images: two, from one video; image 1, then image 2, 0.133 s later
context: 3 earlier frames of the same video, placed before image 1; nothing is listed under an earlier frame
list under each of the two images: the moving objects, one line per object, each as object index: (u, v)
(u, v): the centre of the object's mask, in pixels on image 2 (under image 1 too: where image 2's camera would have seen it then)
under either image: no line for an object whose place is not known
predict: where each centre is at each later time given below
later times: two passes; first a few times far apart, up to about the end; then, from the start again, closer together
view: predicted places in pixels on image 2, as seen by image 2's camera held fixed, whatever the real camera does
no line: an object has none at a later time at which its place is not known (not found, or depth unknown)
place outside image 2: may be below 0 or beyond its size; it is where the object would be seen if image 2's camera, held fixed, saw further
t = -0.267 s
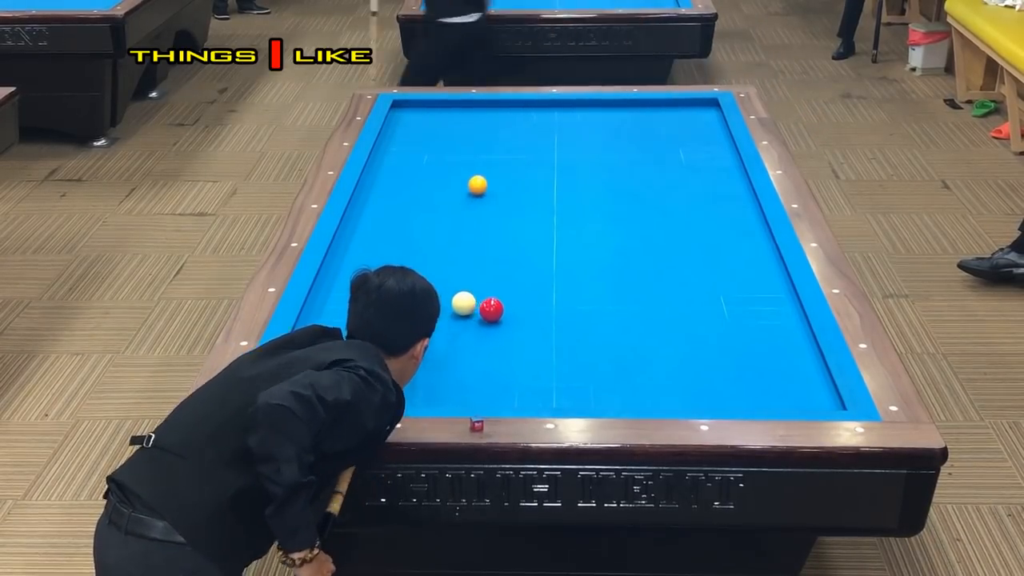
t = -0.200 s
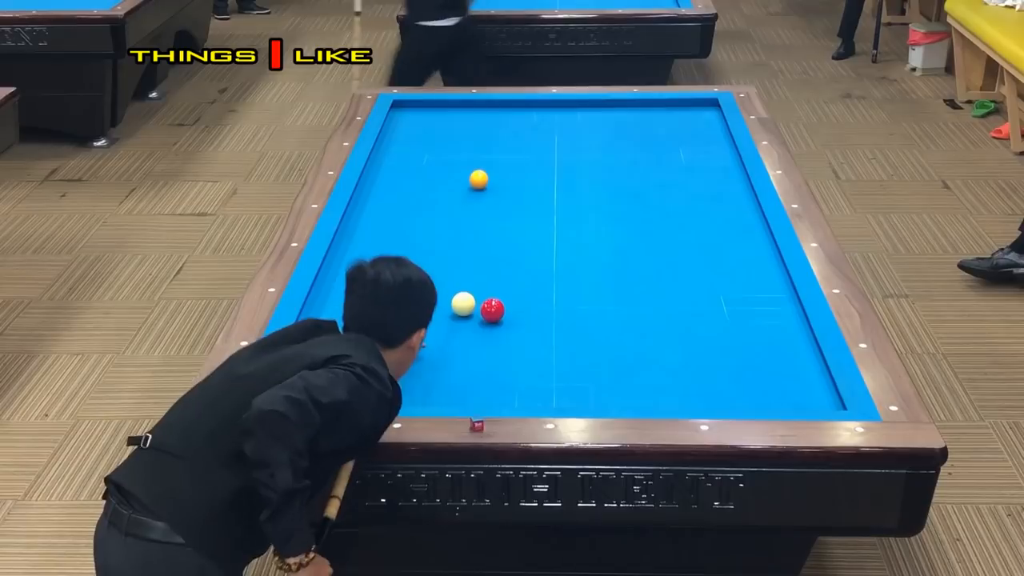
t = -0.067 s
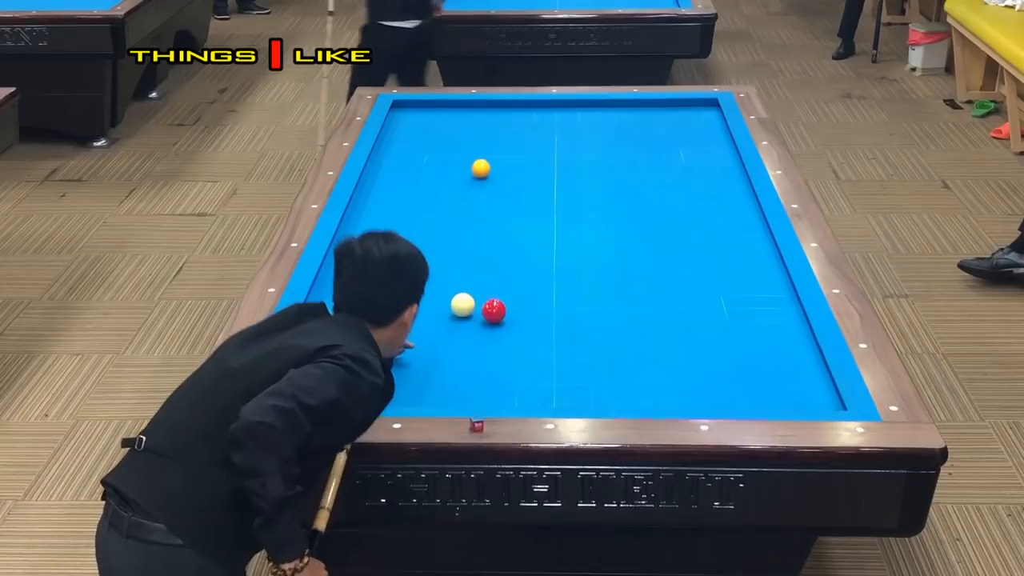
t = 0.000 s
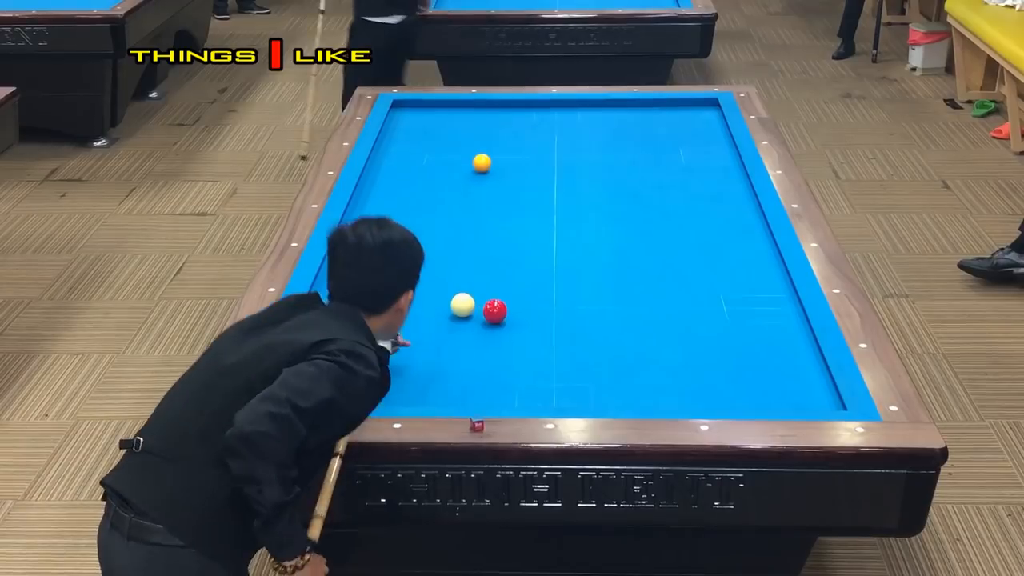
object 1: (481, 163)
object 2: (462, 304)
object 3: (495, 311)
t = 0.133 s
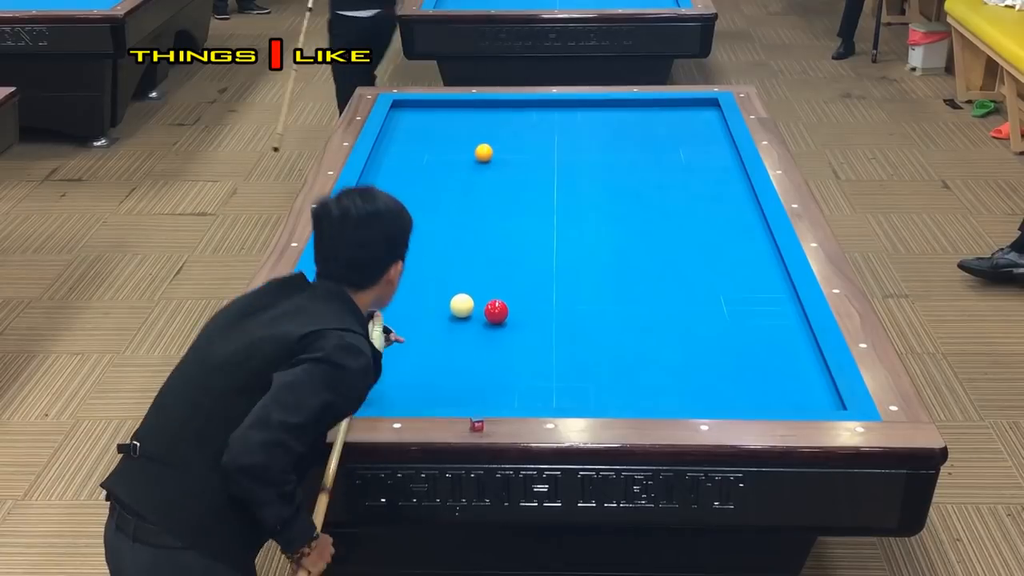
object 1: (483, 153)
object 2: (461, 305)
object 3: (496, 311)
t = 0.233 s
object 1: (485, 146)
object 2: (461, 306)
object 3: (497, 312)
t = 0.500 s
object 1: (489, 127)
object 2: (461, 306)
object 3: (499, 312)
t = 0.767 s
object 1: (492, 111)
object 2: (461, 306)
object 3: (499, 313)
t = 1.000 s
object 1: (493, 106)
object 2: (461, 306)
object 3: (499, 313)
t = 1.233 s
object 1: (493, 114)
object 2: (461, 306)
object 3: (499, 313)
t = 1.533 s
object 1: (492, 124)
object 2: (461, 306)
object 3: (499, 313)
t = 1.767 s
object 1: (492, 132)
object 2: (461, 306)
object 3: (499, 313)
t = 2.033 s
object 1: (491, 142)
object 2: (461, 306)
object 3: (499, 313)
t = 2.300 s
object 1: (491, 152)
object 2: (461, 306)
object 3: (499, 313)
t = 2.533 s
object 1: (490, 160)
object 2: (461, 306)
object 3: (499, 313)
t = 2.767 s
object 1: (489, 168)
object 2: (461, 306)
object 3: (499, 313)
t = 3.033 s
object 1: (489, 178)
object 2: (461, 306)
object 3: (499, 313)
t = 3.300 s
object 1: (488, 188)
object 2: (461, 306)
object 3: (499, 313)
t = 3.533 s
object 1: (488, 196)
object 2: (461, 306)
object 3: (499, 313)
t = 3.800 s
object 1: (488, 206)
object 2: (461, 306)
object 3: (499, 313)
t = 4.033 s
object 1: (487, 215)
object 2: (461, 306)
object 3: (499, 313)
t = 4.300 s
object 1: (486, 225)
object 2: (461, 306)
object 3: (499, 313)
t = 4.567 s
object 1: (485, 234)
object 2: (461, 306)
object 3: (499, 313)
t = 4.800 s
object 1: (485, 243)
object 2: (461, 306)
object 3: (499, 313)
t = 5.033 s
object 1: (484, 251)
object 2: (461, 306)
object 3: (499, 313)
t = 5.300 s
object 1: (483, 261)
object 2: (461, 306)
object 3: (499, 313)
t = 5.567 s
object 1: (482, 270)
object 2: (461, 306)
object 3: (499, 313)
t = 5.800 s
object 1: (481, 278)
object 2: (461, 306)
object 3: (499, 313)
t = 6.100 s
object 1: (480, 288)
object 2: (461, 306)
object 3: (499, 313)
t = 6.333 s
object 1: (480, 296)
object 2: (461, 306)
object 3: (499, 313)
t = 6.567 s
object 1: (481, 301)
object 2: (458, 308)
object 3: (499, 313)
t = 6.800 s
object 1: (485, 303)
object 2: (453, 310)
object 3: (500, 313)
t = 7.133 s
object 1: (487, 304)
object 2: (447, 313)
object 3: (504, 316)
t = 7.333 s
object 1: (487, 305)
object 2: (445, 315)
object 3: (505, 318)
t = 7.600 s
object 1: (487, 305)
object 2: (442, 317)
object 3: (507, 319)
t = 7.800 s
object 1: (487, 305)
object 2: (440, 318)
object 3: (508, 320)
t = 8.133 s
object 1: (487, 305)
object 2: (438, 319)
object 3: (508, 320)
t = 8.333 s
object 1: (487, 305)
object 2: (437, 319)
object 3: (508, 320)
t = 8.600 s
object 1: (487, 305)
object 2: (437, 319)
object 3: (509, 320)
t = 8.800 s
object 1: (487, 305)
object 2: (437, 319)
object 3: (509, 320)
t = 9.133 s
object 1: (487, 305)
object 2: (437, 319)
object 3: (509, 320)
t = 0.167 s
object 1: (484, 150)
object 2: (461, 305)
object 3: (496, 311)
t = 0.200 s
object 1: (484, 148)
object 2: (461, 305)
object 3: (497, 312)
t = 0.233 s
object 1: (485, 146)
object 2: (461, 306)
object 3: (497, 312)
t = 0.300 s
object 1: (486, 141)
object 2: (461, 306)
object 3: (497, 312)
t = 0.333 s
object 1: (486, 138)
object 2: (461, 306)
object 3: (498, 312)
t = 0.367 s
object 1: (487, 136)
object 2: (461, 306)
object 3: (498, 312)
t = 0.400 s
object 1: (487, 134)
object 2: (461, 306)
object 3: (498, 312)
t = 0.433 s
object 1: (488, 132)
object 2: (461, 306)
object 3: (498, 312)
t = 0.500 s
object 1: (489, 127)
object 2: (461, 306)
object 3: (499, 312)
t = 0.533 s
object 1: (489, 125)
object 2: (461, 306)
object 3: (499, 312)
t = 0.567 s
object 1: (489, 123)
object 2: (461, 306)
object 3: (499, 312)
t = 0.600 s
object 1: (490, 121)
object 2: (461, 306)
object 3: (499, 313)
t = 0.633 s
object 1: (490, 119)
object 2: (461, 306)
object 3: (499, 313)
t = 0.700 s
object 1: (491, 115)
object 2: (461, 306)
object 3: (499, 313)
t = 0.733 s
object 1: (491, 113)
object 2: (461, 306)
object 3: (499, 313)
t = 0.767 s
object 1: (492, 111)
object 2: (461, 306)
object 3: (499, 313)
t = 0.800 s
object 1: (492, 109)
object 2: (461, 306)
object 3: (499, 313)
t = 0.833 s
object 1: (492, 107)
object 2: (461, 306)
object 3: (499, 313)
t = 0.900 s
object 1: (493, 104)
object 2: (461, 306)
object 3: (499, 313)
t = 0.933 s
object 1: (493, 103)
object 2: (461, 306)
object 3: (499, 313)
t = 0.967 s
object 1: (493, 105)
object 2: (461, 306)
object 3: (499, 313)
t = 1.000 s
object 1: (493, 106)
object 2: (461, 306)
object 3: (499, 313)
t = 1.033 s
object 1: (493, 107)
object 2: (461, 306)
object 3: (499, 313)
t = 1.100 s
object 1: (493, 109)
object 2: (461, 306)
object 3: (499, 313)
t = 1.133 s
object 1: (493, 111)
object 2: (461, 306)
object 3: (499, 313)
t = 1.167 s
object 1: (493, 112)
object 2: (461, 306)
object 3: (499, 313)
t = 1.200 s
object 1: (493, 113)
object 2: (461, 306)
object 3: (499, 313)
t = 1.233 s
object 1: (493, 114)
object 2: (461, 306)
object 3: (499, 313)
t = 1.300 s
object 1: (493, 116)
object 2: (461, 306)
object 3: (499, 313)
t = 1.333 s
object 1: (493, 117)
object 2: (461, 306)
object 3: (499, 313)
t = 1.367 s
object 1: (493, 119)
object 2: (461, 306)
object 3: (499, 313)
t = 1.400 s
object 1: (492, 120)
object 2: (461, 306)
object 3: (499, 313)
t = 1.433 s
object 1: (492, 121)
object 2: (461, 306)
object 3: (499, 313)
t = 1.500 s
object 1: (492, 123)
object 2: (461, 306)
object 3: (499, 313)
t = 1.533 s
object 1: (492, 124)
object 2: (461, 306)
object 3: (499, 313)
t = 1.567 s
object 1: (492, 125)
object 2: (461, 306)
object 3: (499, 313)
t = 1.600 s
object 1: (492, 127)
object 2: (461, 306)
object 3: (499, 313)
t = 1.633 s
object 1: (492, 128)
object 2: (461, 306)
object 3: (499, 313)
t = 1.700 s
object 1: (492, 130)
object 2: (461, 306)
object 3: (499, 313)
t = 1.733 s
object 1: (492, 131)
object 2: (461, 306)
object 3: (499, 313)
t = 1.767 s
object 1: (492, 132)
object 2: (461, 306)
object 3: (499, 313)
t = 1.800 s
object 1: (492, 134)
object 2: (461, 306)
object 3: (499, 313)
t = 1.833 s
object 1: (492, 135)
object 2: (461, 306)
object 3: (499, 313)
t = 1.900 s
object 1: (491, 137)
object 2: (461, 306)
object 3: (499, 313)
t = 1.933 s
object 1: (491, 138)
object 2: (461, 306)
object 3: (499, 313)
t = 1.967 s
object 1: (491, 139)
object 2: (461, 306)
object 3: (499, 313)
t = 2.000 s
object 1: (491, 141)
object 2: (461, 306)
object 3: (499, 313)
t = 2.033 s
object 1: (491, 142)
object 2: (461, 306)
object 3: (499, 313)
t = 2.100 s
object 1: (491, 144)
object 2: (461, 306)
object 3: (499, 313)
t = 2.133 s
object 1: (491, 145)
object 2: (461, 306)
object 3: (499, 313)
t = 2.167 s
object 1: (491, 147)
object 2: (461, 306)
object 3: (499, 313)
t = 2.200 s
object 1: (491, 148)
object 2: (461, 306)
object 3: (499, 313)
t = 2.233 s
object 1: (491, 149)
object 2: (461, 306)
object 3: (499, 313)
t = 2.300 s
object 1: (491, 152)
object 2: (461, 306)
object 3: (499, 313)
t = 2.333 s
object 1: (491, 153)
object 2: (461, 306)
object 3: (499, 313)
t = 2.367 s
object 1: (490, 154)
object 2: (461, 306)
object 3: (499, 313)
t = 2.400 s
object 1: (490, 155)
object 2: (461, 306)
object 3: (499, 313)
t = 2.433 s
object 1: (490, 156)
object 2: (461, 306)
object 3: (499, 313)
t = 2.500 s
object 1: (490, 159)
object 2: (461, 306)
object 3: (499, 313)
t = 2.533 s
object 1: (490, 160)
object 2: (461, 306)
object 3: (499, 313)
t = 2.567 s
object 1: (490, 161)
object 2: (461, 306)
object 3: (499, 313)
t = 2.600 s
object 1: (490, 162)
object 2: (461, 306)
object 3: (499, 313)
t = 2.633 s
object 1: (490, 163)
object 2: (461, 306)
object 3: (499, 313)
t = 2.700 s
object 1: (490, 166)
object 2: (461, 306)
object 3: (499, 313)
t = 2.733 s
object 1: (489, 167)
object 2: (461, 306)
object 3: (499, 313)
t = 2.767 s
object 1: (489, 168)
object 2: (461, 306)
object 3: (499, 313)
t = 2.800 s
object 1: (489, 169)
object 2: (461, 306)
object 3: (499, 313)
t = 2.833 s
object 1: (489, 171)
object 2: (461, 306)
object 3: (499, 313)
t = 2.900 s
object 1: (489, 173)
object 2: (461, 306)
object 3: (499, 313)
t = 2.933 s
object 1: (489, 174)
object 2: (461, 306)
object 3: (499, 313)
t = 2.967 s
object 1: (489, 175)
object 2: (461, 306)
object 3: (499, 313)
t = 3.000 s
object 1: (489, 177)
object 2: (461, 306)
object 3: (499, 313)
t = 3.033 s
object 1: (489, 178)
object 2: (461, 306)
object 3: (499, 313)
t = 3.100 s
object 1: (489, 180)
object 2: (461, 306)
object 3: (499, 313)
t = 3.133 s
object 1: (489, 182)
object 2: (461, 306)
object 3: (499, 313)
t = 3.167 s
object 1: (489, 183)
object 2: (461, 306)
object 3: (499, 313)
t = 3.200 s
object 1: (489, 184)
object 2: (461, 306)
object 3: (499, 313)
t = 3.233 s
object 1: (489, 185)
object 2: (461, 306)
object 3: (499, 313)
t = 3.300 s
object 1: (488, 188)
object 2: (461, 306)
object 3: (499, 313)
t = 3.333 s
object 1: (488, 189)
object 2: (461, 306)
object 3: (499, 313)
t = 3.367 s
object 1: (488, 190)
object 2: (461, 306)
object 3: (499, 313)
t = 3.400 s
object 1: (488, 191)
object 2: (461, 306)
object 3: (499, 313)
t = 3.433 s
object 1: (488, 193)
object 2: (461, 306)
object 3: (499, 313)
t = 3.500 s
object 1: (488, 195)
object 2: (461, 306)
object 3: (499, 313)
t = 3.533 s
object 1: (488, 196)
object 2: (461, 306)
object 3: (499, 313)
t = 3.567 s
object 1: (488, 198)
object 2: (461, 306)
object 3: (499, 313)
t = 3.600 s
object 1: (488, 199)
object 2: (461, 306)
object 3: (499, 313)
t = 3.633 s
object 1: (488, 200)
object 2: (461, 306)
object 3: (499, 313)
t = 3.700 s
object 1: (488, 203)
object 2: (461, 306)
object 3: (499, 313)
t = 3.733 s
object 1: (488, 204)
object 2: (461, 306)
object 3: (499, 313)
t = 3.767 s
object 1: (488, 205)
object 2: (461, 306)
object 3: (499, 313)
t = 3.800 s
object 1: (488, 206)
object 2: (461, 306)
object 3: (499, 313)
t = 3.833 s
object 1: (488, 207)
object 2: (461, 306)
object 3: (499, 313)
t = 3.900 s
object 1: (487, 210)
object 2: (461, 306)
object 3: (499, 313)
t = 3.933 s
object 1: (487, 211)
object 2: (461, 306)
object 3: (499, 313)
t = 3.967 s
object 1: (487, 212)
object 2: (461, 306)
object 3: (499, 313)
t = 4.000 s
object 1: (487, 214)
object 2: (461, 306)
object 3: (499, 313)
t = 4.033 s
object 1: (487, 215)
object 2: (461, 306)
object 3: (499, 313)
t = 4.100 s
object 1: (487, 217)
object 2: (461, 306)
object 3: (499, 313)
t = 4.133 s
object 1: (487, 218)
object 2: (461, 306)
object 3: (499, 313)
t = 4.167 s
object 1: (487, 220)
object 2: (461, 306)
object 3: (499, 313)
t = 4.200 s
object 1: (487, 221)
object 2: (461, 306)
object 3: (499, 313)
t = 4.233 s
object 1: (487, 222)
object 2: (461, 306)
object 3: (499, 313)
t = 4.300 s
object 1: (486, 225)
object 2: (461, 306)
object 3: (499, 313)
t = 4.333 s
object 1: (486, 226)
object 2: (461, 306)
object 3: (499, 313)
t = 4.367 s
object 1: (486, 227)
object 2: (461, 306)
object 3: (499, 313)
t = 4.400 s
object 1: (486, 228)
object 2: (461, 306)
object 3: (499, 313)
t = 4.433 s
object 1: (486, 230)
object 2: (461, 306)
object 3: (499, 313)
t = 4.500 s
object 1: (485, 232)
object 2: (461, 306)
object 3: (499, 313)
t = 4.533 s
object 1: (486, 233)
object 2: (461, 306)
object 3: (499, 313)
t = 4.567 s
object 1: (485, 234)
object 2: (461, 306)
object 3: (499, 313)
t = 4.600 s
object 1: (485, 236)
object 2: (461, 306)
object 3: (499, 313)
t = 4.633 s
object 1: (485, 237)
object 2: (461, 306)
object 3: (499, 313)
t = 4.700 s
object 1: (485, 240)
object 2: (461, 306)
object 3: (499, 313)
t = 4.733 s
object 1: (485, 241)
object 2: (461, 306)
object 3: (499, 313)
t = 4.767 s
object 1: (485, 242)
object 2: (461, 306)
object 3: (499, 313)
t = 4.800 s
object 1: (485, 243)
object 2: (461, 306)
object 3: (499, 313)
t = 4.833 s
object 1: (485, 244)
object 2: (461, 306)
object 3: (499, 313)
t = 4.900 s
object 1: (485, 247)
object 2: (461, 306)
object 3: (499, 313)
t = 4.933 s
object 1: (485, 248)
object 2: (461, 306)
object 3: (499, 313)
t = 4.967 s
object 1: (484, 249)
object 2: (461, 306)
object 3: (499, 313)
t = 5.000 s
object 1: (484, 250)
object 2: (461, 306)
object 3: (499, 313)
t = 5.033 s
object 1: (484, 251)
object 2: (461, 306)
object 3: (499, 313)
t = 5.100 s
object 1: (484, 254)
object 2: (461, 306)
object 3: (499, 313)
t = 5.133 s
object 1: (484, 255)
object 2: (461, 306)
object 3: (499, 313)
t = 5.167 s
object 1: (484, 256)
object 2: (461, 306)
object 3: (499, 313)
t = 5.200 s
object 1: (484, 257)
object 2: (461, 306)
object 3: (499, 313)
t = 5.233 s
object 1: (484, 259)
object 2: (461, 306)
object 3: (499, 313)
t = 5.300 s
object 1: (483, 261)
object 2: (461, 306)
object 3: (499, 313)
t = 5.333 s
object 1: (483, 262)
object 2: (461, 306)
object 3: (499, 313)
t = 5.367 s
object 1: (483, 263)
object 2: (461, 306)
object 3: (499, 313)
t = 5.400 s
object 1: (483, 264)
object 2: (461, 306)
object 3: (499, 313)
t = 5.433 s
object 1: (483, 266)
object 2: (461, 306)
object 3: (499, 313)
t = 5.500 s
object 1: (482, 268)
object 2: (461, 306)
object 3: (499, 313)
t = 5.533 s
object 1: (482, 269)
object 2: (461, 306)
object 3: (499, 313)
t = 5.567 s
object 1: (482, 270)
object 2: (461, 306)
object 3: (499, 313)
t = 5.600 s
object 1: (482, 271)
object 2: (461, 306)
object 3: (499, 313)
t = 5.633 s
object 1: (482, 272)
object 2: (461, 306)
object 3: (499, 313)
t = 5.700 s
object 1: (482, 275)
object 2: (461, 306)
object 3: (499, 313)
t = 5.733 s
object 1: (481, 276)
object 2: (461, 306)
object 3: (499, 313)
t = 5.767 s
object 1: (481, 277)
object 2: (461, 306)
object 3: (499, 313)
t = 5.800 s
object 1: (481, 278)
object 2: (461, 306)
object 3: (499, 313)
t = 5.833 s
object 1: (481, 279)
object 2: (461, 306)
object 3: (499, 313)
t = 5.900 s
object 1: (480, 282)
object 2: (461, 306)
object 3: (499, 313)
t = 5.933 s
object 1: (480, 283)
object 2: (461, 306)
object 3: (499, 313)
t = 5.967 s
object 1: (480, 284)
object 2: (461, 306)
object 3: (499, 313)
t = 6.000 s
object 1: (480, 285)
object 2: (461, 306)
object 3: (499, 313)
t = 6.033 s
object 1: (480, 286)
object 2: (461, 306)
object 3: (499, 313)
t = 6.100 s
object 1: (480, 288)
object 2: (461, 306)
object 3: (499, 313)
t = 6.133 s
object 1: (480, 289)
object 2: (461, 306)
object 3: (499, 313)
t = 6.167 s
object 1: (480, 291)
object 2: (461, 306)
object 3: (499, 313)
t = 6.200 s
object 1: (480, 292)
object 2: (461, 306)
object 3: (499, 313)
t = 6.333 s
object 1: (480, 296)
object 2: (461, 306)
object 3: (499, 313)
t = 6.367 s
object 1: (480, 297)
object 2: (461, 306)
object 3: (499, 313)
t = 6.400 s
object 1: (480, 298)
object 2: (461, 306)
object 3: (499, 313)
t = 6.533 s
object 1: (481, 301)
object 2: (459, 308)
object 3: (499, 313)
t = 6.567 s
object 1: (481, 301)
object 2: (458, 308)
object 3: (499, 313)
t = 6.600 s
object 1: (482, 301)
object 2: (457, 308)
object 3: (499, 313)
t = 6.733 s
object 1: (484, 303)
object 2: (454, 310)
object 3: (499, 313)
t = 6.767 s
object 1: (484, 303)
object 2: (454, 310)
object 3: (499, 313)
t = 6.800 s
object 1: (485, 303)
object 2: (453, 310)
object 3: (500, 313)
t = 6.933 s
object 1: (486, 304)
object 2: (451, 312)
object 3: (501, 314)
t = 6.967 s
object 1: (486, 304)
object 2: (450, 312)
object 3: (502, 315)
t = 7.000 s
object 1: (486, 304)
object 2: (450, 312)
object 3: (502, 315)
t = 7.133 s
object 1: (487, 304)
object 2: (447, 313)
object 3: (504, 316)
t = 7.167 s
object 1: (487, 304)
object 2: (447, 314)
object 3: (504, 317)
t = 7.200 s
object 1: (487, 304)
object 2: (447, 314)
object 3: (504, 317)
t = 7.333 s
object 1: (487, 305)
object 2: (445, 315)
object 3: (505, 318)
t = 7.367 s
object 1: (487, 305)
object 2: (444, 315)
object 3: (505, 317)
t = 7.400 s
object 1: (487, 305)
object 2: (444, 315)
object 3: (505, 318)
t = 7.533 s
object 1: (487, 305)
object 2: (442, 316)
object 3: (506, 319)
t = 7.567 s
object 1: (487, 305)
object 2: (442, 316)
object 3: (507, 319)
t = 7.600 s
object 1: (487, 305)
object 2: (442, 317)
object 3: (507, 319)
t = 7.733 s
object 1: (487, 305)
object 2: (441, 317)
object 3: (508, 319)
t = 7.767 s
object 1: (487, 305)
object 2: (440, 317)
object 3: (508, 320)
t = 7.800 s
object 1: (487, 305)
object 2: (440, 318)
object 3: (508, 320)
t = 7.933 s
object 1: (487, 305)
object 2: (439, 318)
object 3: (508, 320)
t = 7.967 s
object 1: (487, 305)
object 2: (439, 318)
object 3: (508, 320)
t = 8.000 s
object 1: (487, 305)
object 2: (438, 318)
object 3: (508, 320)
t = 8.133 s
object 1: (487, 305)
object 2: (438, 319)
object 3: (508, 320)
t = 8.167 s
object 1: (487, 305)
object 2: (437, 319)
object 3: (508, 320)
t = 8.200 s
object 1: (487, 305)
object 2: (437, 319)
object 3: (508, 320)
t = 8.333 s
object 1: (487, 305)
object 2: (437, 319)
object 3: (508, 320)
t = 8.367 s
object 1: (487, 305)
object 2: (437, 319)
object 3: (508, 320)
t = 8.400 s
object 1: (487, 305)
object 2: (437, 319)
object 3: (509, 320)
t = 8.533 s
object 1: (487, 305)
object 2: (437, 319)
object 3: (508, 320)
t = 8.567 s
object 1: (487, 305)
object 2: (437, 319)
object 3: (508, 320)
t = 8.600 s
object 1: (487, 305)
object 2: (437, 319)
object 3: (509, 320)
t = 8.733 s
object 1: (487, 305)
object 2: (437, 319)
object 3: (509, 320)
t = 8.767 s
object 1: (487, 305)
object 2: (437, 319)
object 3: (509, 320)
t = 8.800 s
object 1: (487, 305)
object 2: (437, 319)
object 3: (509, 320)
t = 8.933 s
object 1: (487, 305)
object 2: (437, 319)
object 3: (509, 320)
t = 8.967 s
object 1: (487, 305)
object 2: (437, 319)
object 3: (509, 320)
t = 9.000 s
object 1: (487, 305)
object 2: (437, 319)
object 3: (509, 320)
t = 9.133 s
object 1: (487, 305)
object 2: (437, 319)
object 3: (509, 320)
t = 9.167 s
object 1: (487, 305)
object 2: (437, 319)
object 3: (509, 320)
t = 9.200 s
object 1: (487, 305)
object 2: (437, 319)
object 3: (509, 320)
